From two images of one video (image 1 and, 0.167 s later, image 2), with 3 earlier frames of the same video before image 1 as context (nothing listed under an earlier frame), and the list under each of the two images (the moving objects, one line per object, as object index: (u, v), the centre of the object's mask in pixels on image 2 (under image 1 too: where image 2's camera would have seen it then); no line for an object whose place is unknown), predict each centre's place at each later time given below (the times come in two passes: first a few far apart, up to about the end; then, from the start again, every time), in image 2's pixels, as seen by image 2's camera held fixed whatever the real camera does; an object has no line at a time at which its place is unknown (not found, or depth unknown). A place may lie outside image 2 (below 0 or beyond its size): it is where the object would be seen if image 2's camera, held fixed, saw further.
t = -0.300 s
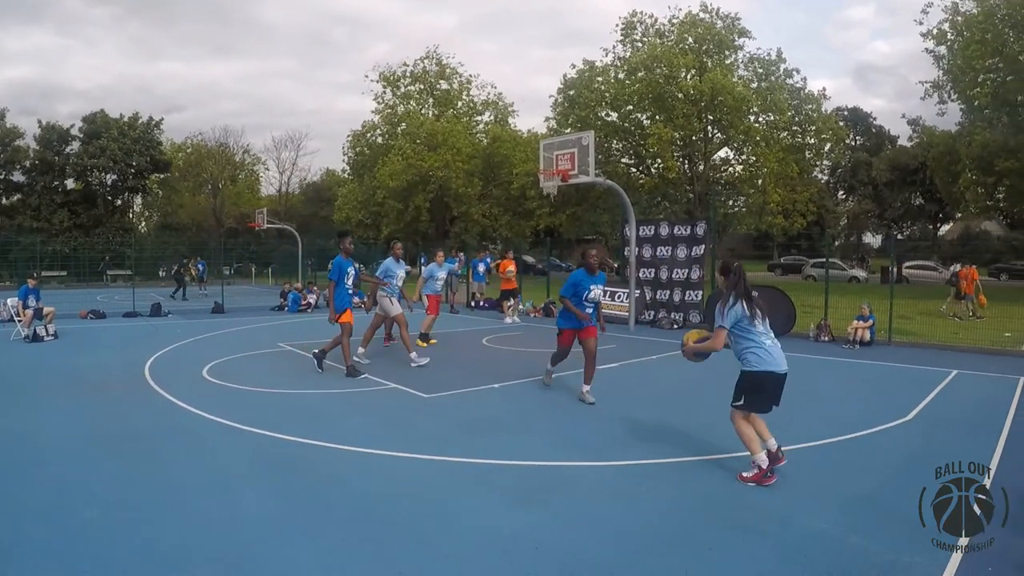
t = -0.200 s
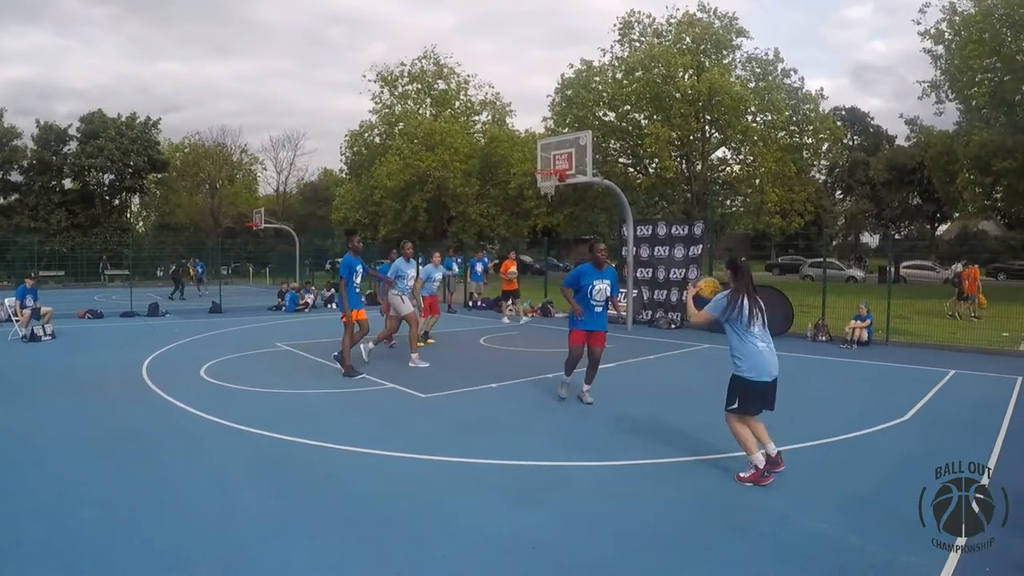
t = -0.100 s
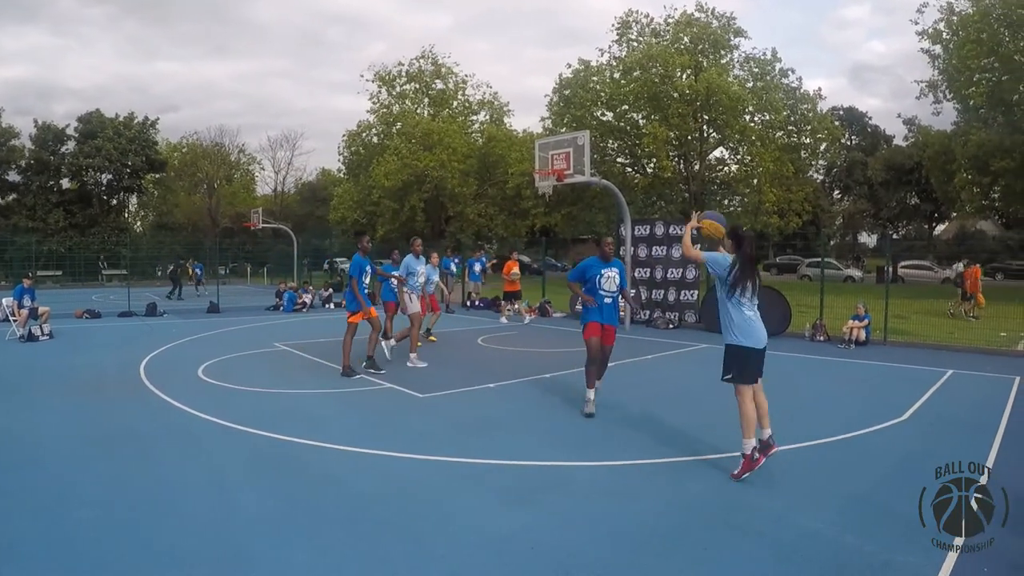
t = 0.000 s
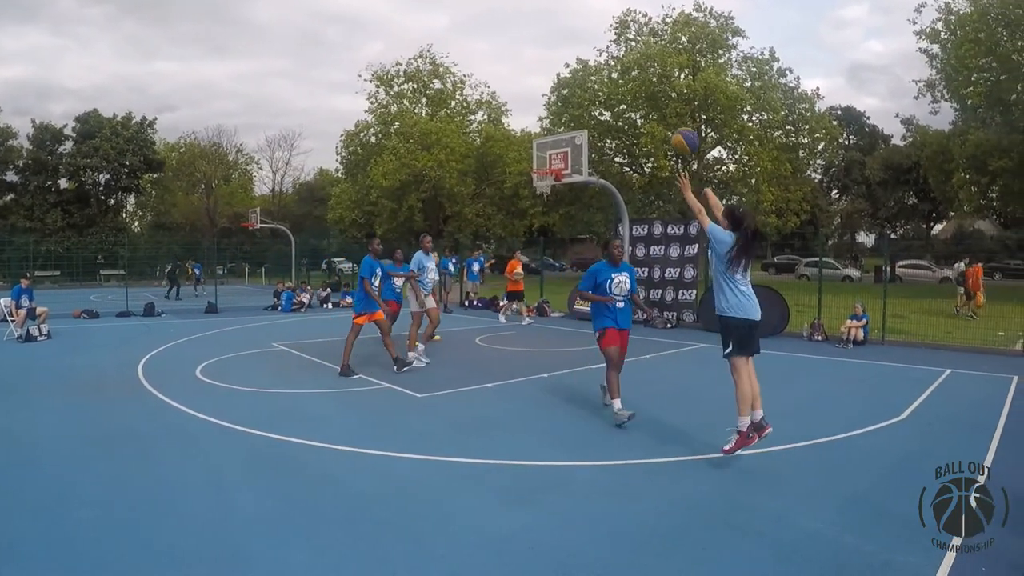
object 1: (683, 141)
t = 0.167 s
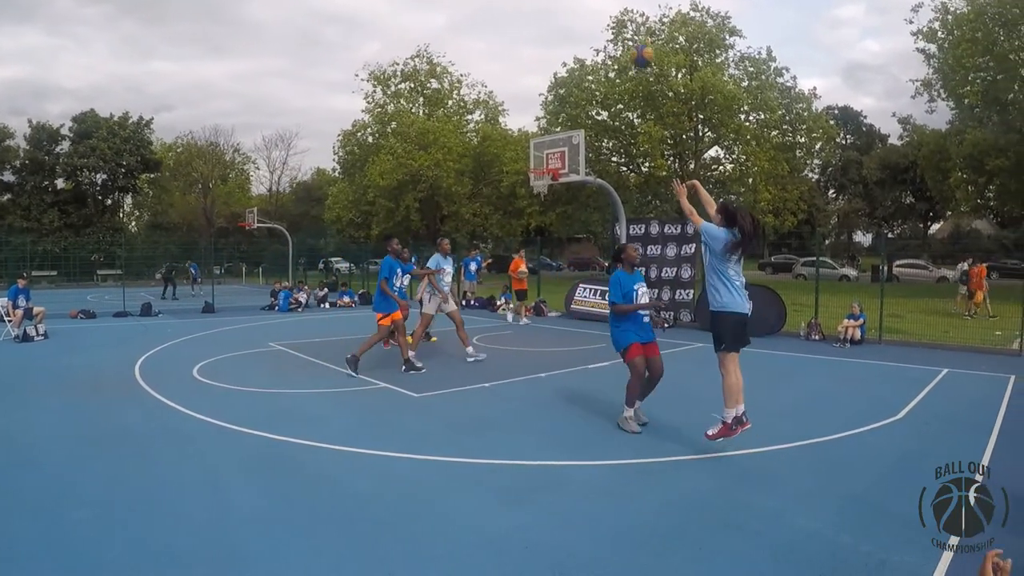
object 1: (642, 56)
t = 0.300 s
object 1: (619, 22)
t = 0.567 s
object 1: (587, 10)
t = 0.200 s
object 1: (636, 45)
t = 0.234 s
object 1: (629, 36)
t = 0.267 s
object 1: (624, 28)
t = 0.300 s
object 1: (619, 22)
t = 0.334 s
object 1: (614, 17)
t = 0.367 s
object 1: (610, 14)
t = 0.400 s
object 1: (605, 11)
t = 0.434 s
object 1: (601, 9)
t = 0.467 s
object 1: (598, 8)
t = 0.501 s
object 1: (594, 8)
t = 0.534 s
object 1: (591, 9)
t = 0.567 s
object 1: (587, 10)
